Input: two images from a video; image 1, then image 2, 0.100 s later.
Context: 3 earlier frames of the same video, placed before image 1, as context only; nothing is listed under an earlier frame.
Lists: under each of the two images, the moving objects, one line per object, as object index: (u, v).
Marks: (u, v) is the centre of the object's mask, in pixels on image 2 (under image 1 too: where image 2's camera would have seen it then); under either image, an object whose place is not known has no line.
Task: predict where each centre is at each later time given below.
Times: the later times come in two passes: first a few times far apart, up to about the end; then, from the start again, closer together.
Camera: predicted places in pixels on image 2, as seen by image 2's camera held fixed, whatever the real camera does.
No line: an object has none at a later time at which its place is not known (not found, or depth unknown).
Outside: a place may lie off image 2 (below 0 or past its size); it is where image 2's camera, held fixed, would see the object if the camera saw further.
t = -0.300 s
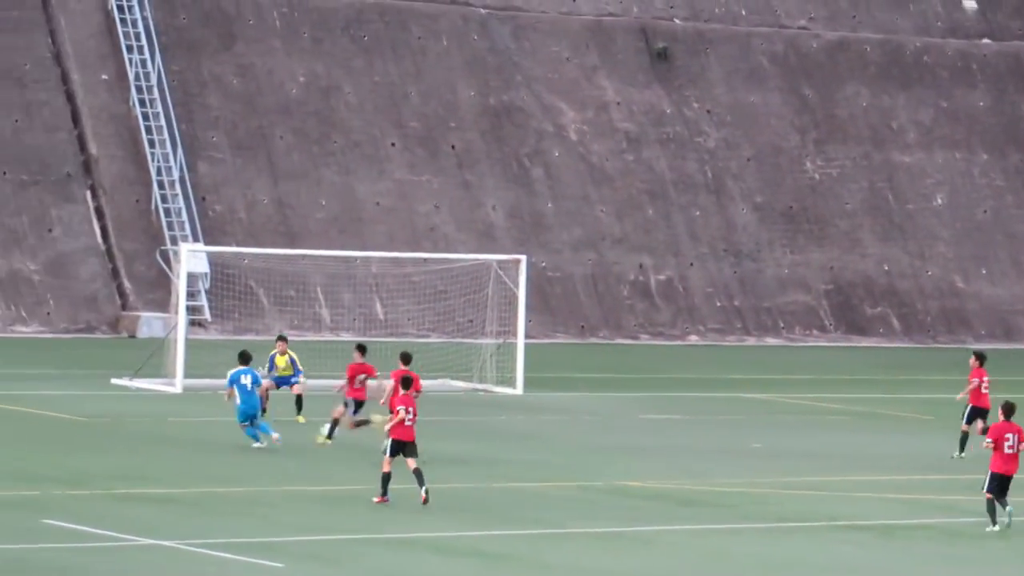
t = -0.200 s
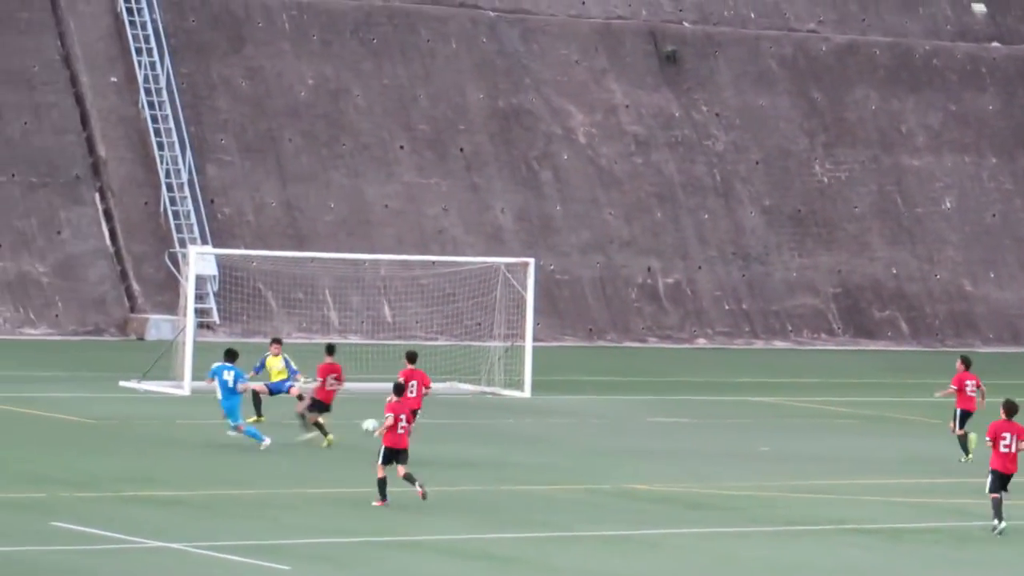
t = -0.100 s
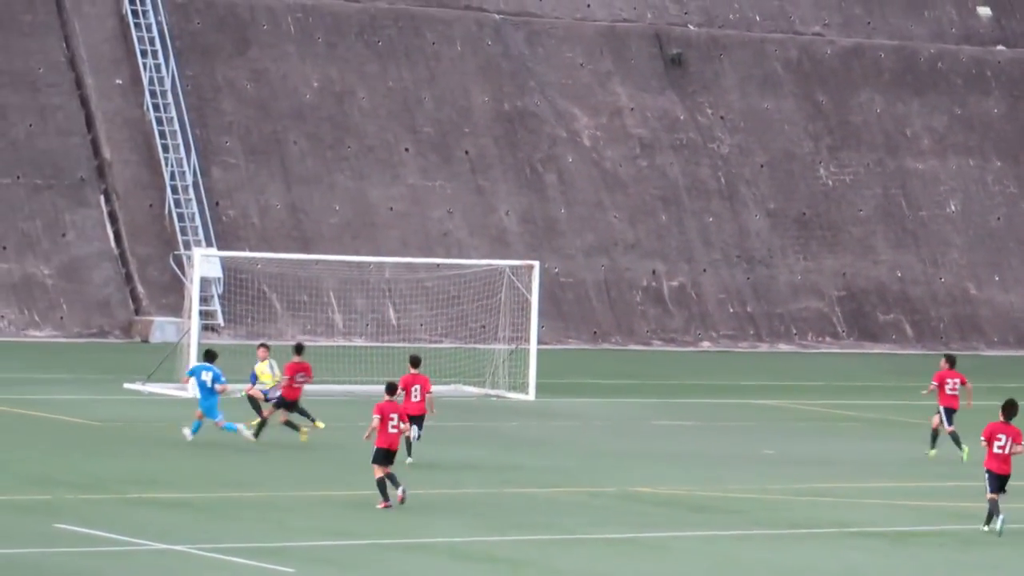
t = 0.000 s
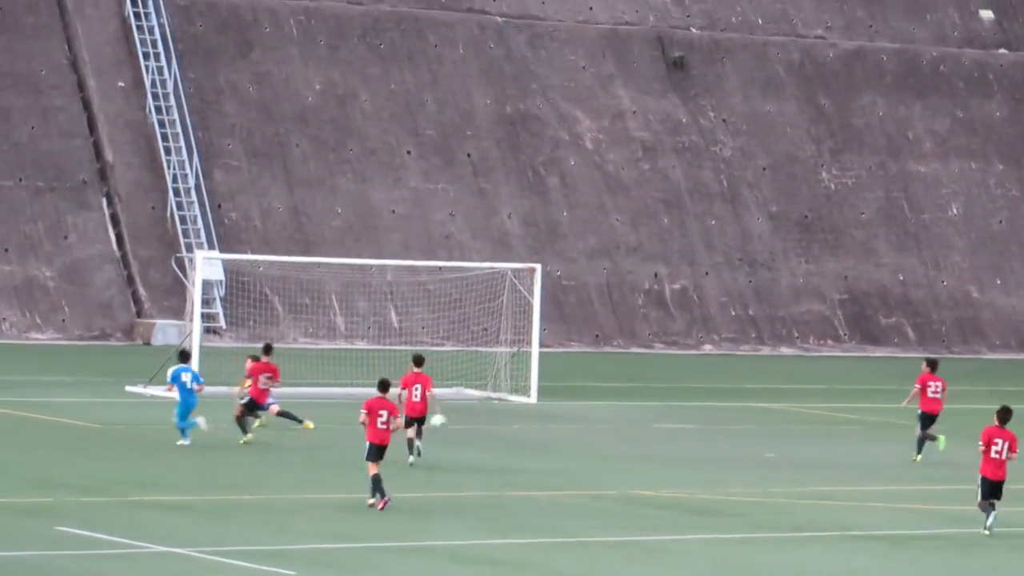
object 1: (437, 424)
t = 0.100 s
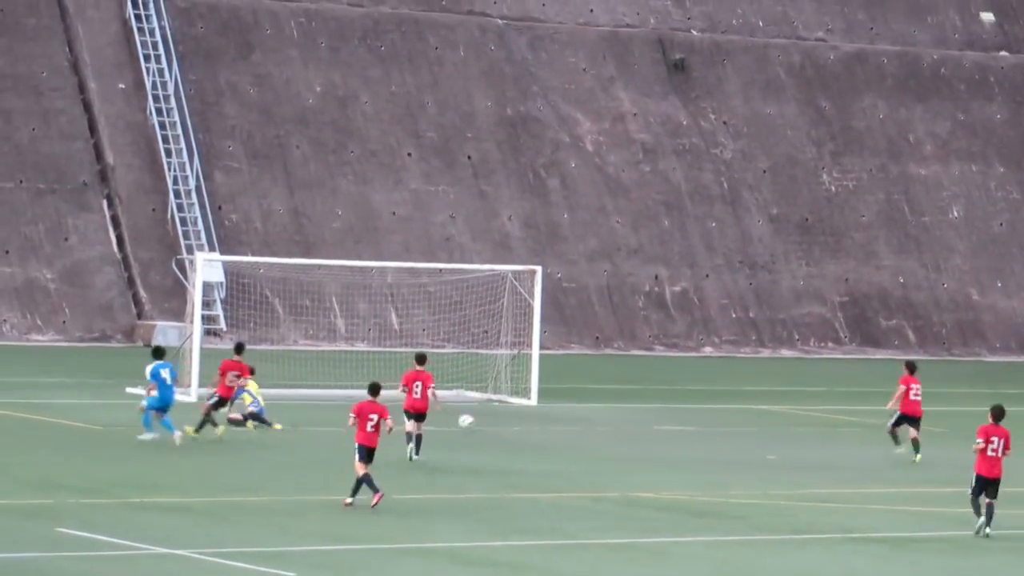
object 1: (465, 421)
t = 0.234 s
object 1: (497, 415)
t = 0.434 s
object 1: (539, 410)
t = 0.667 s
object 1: (576, 408)
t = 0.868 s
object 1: (606, 403)
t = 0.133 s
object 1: (475, 422)
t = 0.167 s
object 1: (484, 419)
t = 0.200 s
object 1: (491, 416)
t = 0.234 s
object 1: (497, 415)
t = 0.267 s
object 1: (505, 414)
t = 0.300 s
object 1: (513, 414)
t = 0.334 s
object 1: (520, 415)
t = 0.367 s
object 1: (527, 413)
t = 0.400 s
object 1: (532, 412)
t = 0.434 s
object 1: (539, 410)
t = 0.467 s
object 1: (545, 410)
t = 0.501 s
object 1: (550, 410)
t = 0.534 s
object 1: (556, 410)
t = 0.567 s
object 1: (561, 408)
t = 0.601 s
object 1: (566, 408)
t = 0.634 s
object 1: (571, 407)
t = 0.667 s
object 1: (576, 408)
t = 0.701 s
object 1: (581, 407)
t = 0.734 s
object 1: (586, 404)
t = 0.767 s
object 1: (591, 404)
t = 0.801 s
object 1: (596, 403)
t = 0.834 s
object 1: (600, 404)
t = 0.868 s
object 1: (606, 403)
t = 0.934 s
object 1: (615, 402)
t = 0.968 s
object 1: (620, 402)
